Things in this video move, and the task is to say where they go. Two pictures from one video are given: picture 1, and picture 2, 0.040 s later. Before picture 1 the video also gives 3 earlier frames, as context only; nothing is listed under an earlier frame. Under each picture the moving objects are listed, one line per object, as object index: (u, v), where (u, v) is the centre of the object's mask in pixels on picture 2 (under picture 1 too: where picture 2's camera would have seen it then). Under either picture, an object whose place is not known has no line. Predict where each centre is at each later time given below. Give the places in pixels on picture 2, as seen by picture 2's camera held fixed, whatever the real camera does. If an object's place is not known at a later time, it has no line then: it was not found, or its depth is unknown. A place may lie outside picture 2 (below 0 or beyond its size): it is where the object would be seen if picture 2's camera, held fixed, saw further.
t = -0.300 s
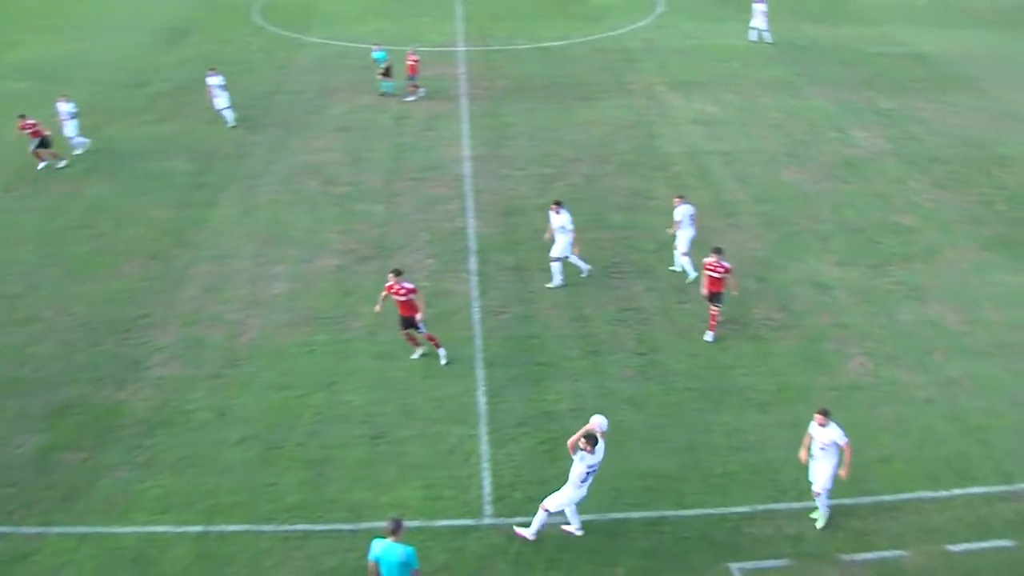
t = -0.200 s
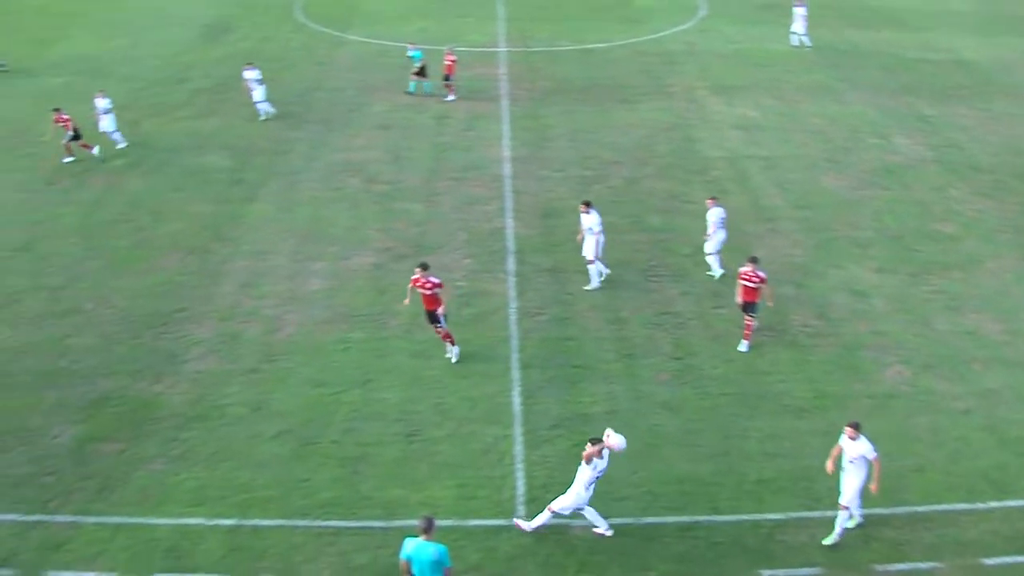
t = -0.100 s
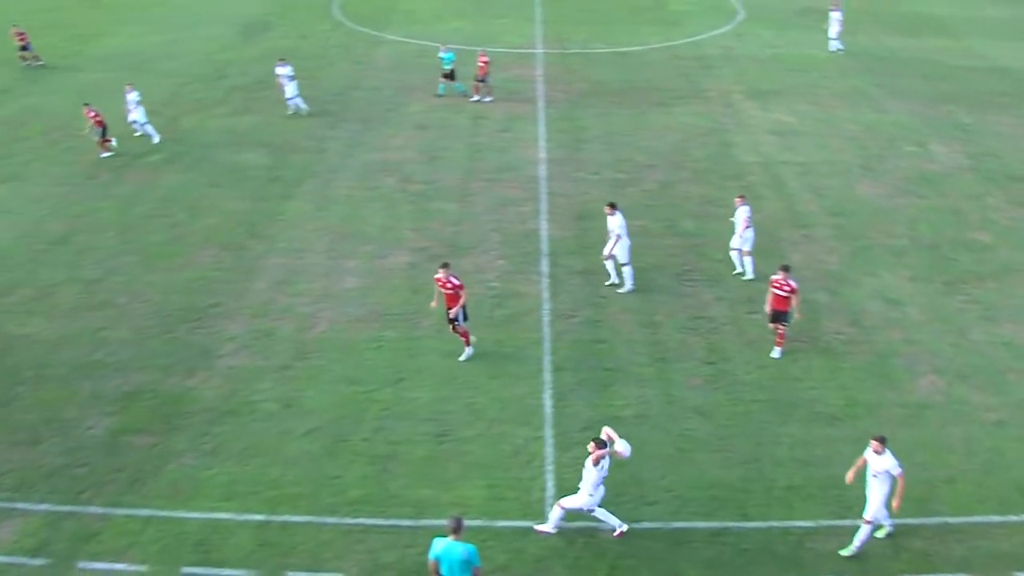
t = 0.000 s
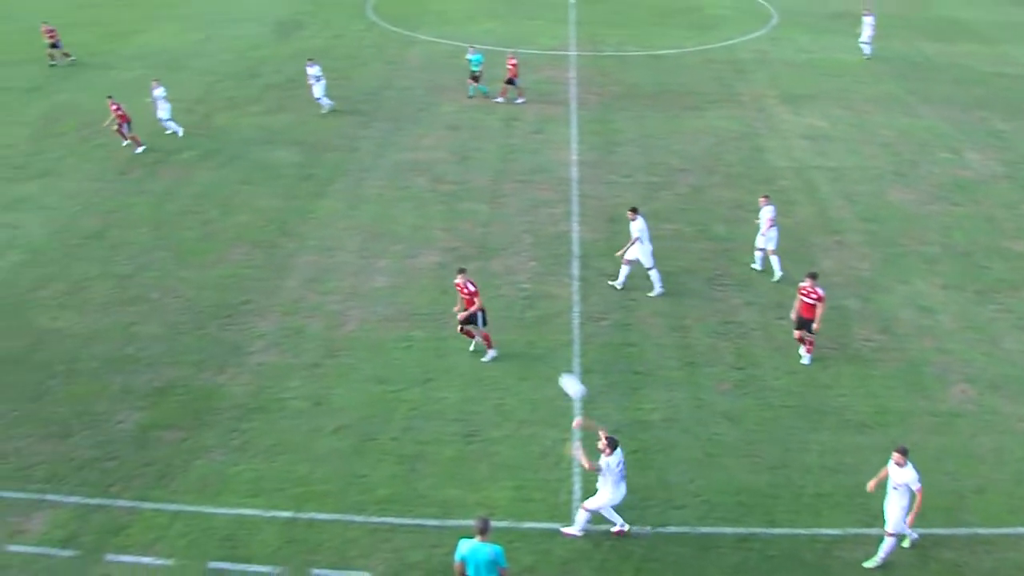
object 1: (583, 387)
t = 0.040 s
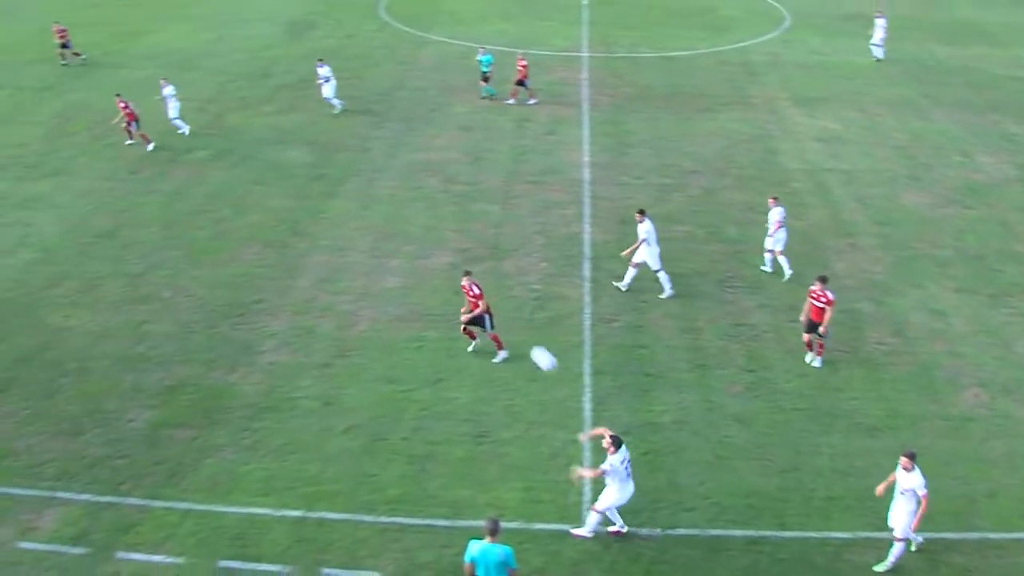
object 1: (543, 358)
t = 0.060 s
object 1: (524, 345)
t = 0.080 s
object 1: (504, 331)
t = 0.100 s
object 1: (485, 319)
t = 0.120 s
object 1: (465, 305)
